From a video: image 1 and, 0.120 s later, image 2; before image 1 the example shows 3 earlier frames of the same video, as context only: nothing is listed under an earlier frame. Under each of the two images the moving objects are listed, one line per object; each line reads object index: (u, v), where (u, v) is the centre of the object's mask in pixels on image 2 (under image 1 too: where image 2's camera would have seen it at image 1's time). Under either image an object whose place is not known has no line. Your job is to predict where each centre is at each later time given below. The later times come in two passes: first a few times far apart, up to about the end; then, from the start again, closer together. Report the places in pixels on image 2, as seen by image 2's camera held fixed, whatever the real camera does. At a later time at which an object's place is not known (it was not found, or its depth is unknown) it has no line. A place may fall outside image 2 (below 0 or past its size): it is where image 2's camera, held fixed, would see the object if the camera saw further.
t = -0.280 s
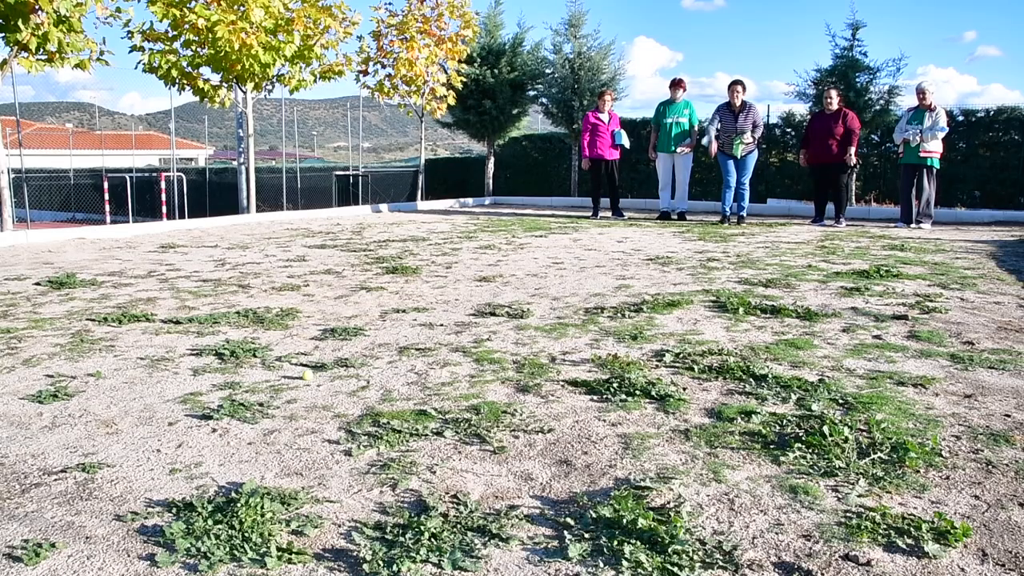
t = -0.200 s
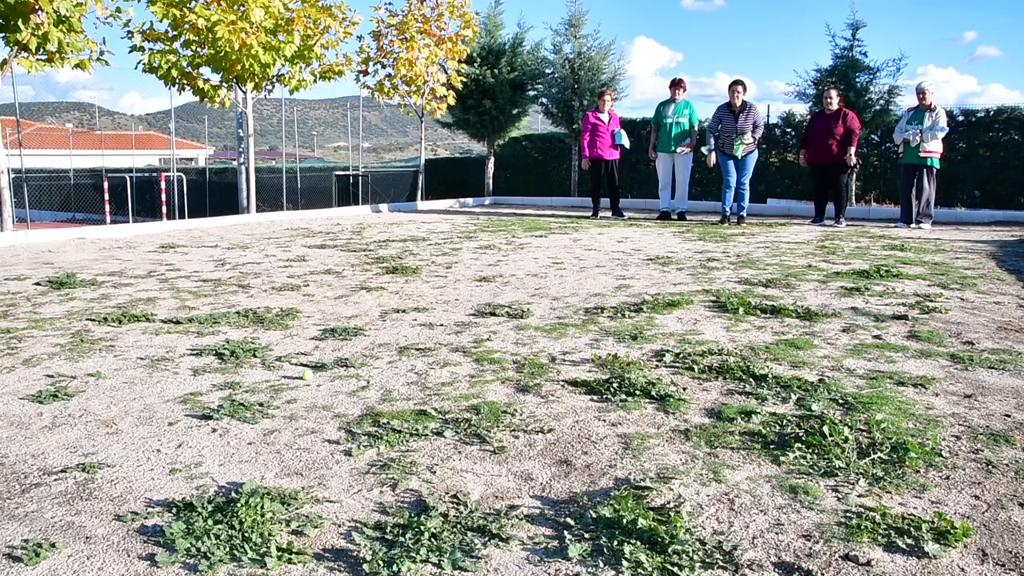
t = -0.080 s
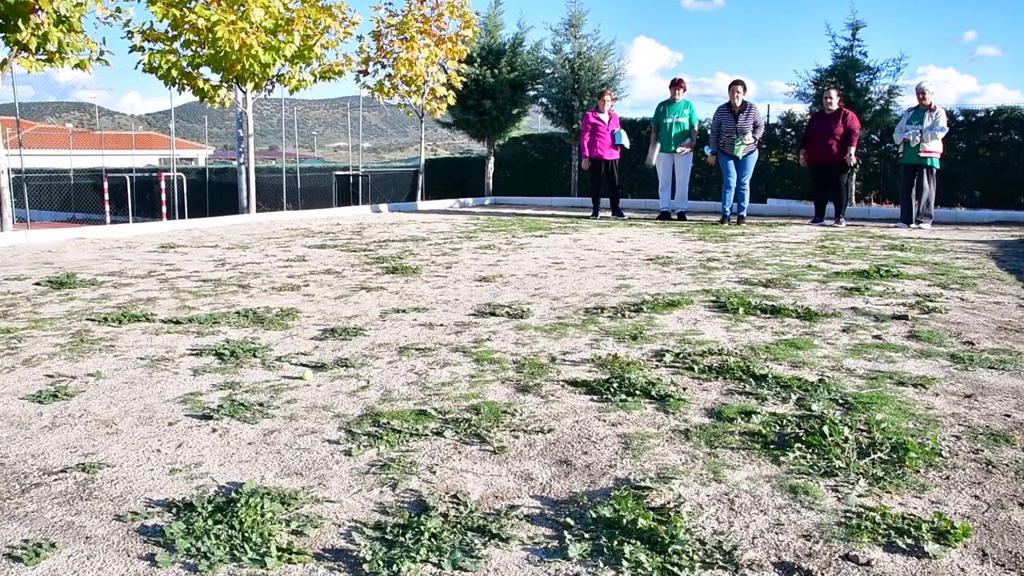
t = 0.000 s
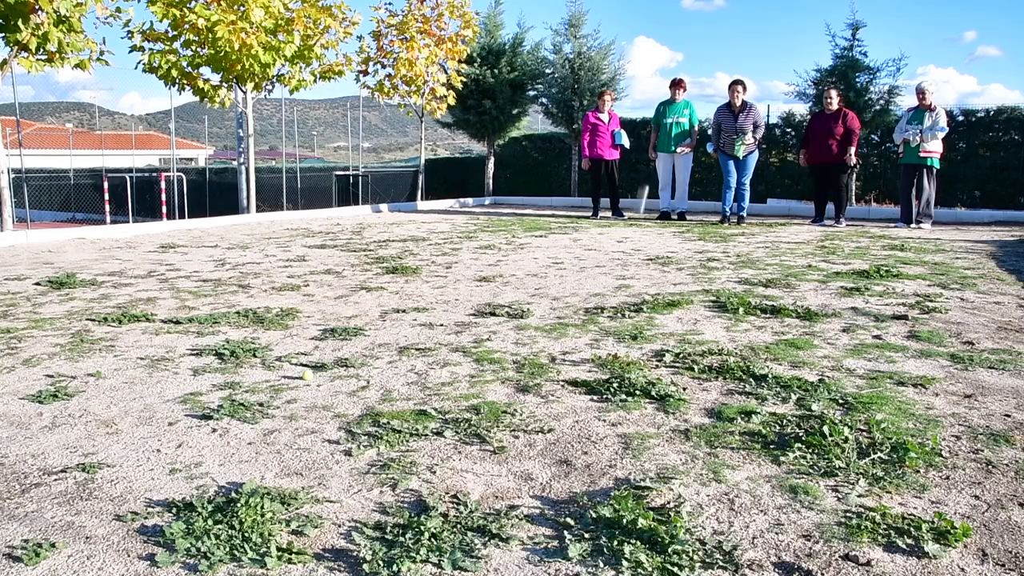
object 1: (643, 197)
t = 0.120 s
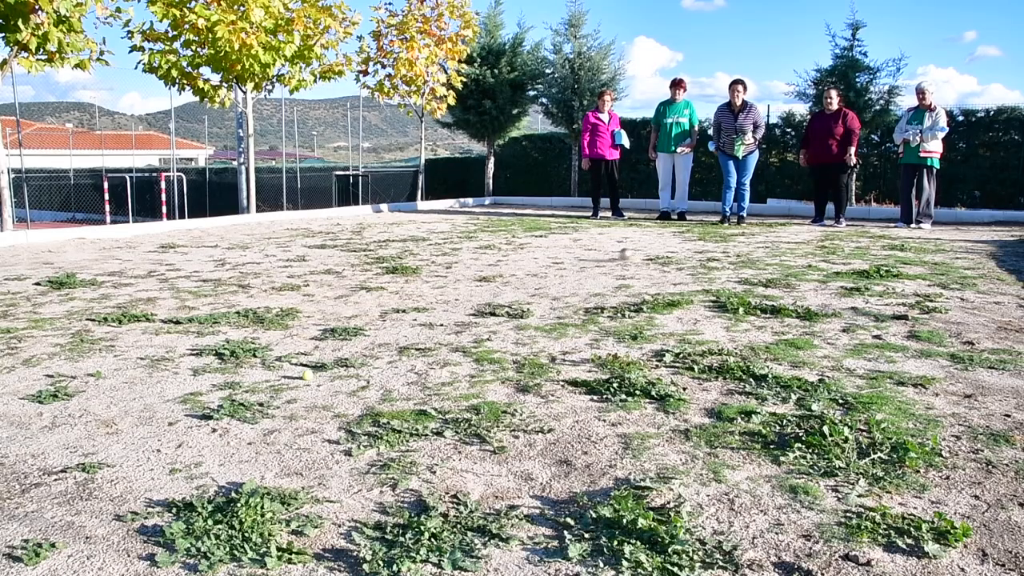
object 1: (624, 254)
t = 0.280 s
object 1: (611, 264)
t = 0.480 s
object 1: (594, 273)
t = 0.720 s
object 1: (570, 287)
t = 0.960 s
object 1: (540, 302)
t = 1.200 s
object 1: (503, 320)
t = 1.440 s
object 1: (459, 338)
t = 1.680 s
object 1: (410, 360)
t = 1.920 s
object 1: (359, 382)
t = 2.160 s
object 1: (311, 406)
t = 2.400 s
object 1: (260, 430)
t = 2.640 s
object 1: (213, 455)
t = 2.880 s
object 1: (172, 473)
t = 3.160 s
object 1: (136, 491)
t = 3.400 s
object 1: (105, 501)
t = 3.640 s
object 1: (86, 504)
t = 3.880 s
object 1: (90, 502)
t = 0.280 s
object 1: (611, 264)
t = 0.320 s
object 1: (608, 265)
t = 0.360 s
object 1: (605, 266)
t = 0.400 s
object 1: (602, 267)
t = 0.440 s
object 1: (597, 271)
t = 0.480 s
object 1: (594, 273)
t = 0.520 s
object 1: (590, 275)
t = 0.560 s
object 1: (586, 278)
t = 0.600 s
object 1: (583, 280)
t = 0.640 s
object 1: (578, 282)
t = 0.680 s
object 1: (575, 284)
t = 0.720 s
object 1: (570, 287)
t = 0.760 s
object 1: (565, 288)
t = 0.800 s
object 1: (561, 291)
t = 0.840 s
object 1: (556, 295)
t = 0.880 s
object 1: (551, 297)
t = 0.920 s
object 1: (545, 299)
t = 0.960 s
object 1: (540, 302)
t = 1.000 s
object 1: (534, 306)
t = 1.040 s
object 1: (528, 310)
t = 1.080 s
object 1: (523, 312)
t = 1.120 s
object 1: (517, 314)
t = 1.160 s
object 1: (512, 318)
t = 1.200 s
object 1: (503, 320)
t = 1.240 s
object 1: (497, 321)
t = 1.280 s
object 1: (491, 324)
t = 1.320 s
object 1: (482, 329)
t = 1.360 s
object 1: (475, 332)
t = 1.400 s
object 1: (466, 335)
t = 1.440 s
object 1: (459, 338)
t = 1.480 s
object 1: (452, 343)
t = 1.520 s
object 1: (445, 346)
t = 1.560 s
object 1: (435, 349)
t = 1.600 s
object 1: (427, 353)
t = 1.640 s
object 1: (418, 356)
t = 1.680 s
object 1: (410, 360)
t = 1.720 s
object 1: (401, 364)
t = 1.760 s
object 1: (393, 367)
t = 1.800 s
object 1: (385, 371)
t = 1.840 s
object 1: (377, 375)
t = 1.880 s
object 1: (368, 379)
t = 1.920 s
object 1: (359, 382)
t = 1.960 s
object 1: (352, 386)
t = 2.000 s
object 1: (343, 390)
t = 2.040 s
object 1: (335, 393)
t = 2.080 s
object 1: (327, 397)
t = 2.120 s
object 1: (319, 401)
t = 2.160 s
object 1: (311, 406)
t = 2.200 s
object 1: (300, 410)
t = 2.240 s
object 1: (293, 413)
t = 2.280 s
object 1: (284, 417)
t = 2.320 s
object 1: (277, 421)
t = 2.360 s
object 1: (268, 425)
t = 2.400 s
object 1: (260, 430)
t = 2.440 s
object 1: (252, 434)
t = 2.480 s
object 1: (245, 438)
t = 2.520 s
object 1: (238, 442)
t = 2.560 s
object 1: (230, 446)
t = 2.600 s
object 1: (221, 451)
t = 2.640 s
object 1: (213, 455)
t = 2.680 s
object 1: (206, 458)
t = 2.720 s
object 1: (199, 461)
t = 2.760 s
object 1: (192, 464)
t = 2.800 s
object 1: (186, 467)
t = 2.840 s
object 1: (179, 470)
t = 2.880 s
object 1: (172, 473)
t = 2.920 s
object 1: (167, 476)
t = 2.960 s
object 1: (161, 479)
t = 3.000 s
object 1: (156, 482)
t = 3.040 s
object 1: (152, 484)
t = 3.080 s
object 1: (147, 487)
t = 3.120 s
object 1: (142, 489)
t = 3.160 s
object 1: (136, 491)
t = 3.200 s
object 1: (131, 493)
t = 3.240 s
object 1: (125, 495)
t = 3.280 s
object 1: (120, 496)
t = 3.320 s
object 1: (114, 498)
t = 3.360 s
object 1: (109, 500)
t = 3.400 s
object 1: (105, 501)
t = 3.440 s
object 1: (100, 502)
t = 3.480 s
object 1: (96, 503)
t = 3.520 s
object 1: (91, 504)
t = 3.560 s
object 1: (88, 504)
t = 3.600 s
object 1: (86, 504)
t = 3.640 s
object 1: (86, 504)
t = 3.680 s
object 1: (86, 504)
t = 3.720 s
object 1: (86, 503)
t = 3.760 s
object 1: (87, 503)
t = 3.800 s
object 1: (88, 502)
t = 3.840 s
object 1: (89, 502)
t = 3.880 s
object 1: (90, 502)
